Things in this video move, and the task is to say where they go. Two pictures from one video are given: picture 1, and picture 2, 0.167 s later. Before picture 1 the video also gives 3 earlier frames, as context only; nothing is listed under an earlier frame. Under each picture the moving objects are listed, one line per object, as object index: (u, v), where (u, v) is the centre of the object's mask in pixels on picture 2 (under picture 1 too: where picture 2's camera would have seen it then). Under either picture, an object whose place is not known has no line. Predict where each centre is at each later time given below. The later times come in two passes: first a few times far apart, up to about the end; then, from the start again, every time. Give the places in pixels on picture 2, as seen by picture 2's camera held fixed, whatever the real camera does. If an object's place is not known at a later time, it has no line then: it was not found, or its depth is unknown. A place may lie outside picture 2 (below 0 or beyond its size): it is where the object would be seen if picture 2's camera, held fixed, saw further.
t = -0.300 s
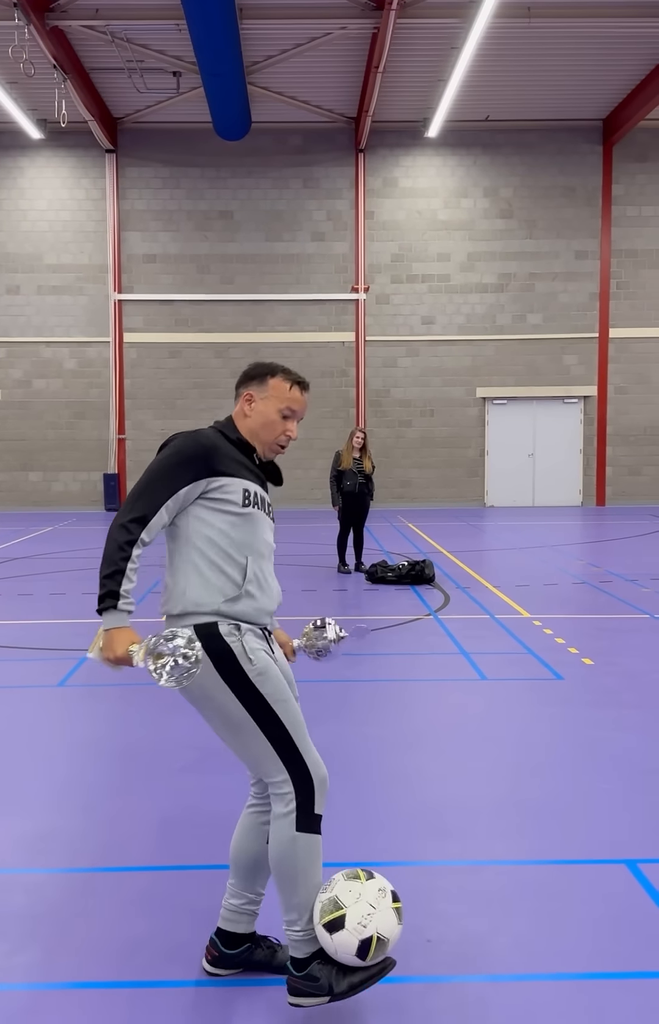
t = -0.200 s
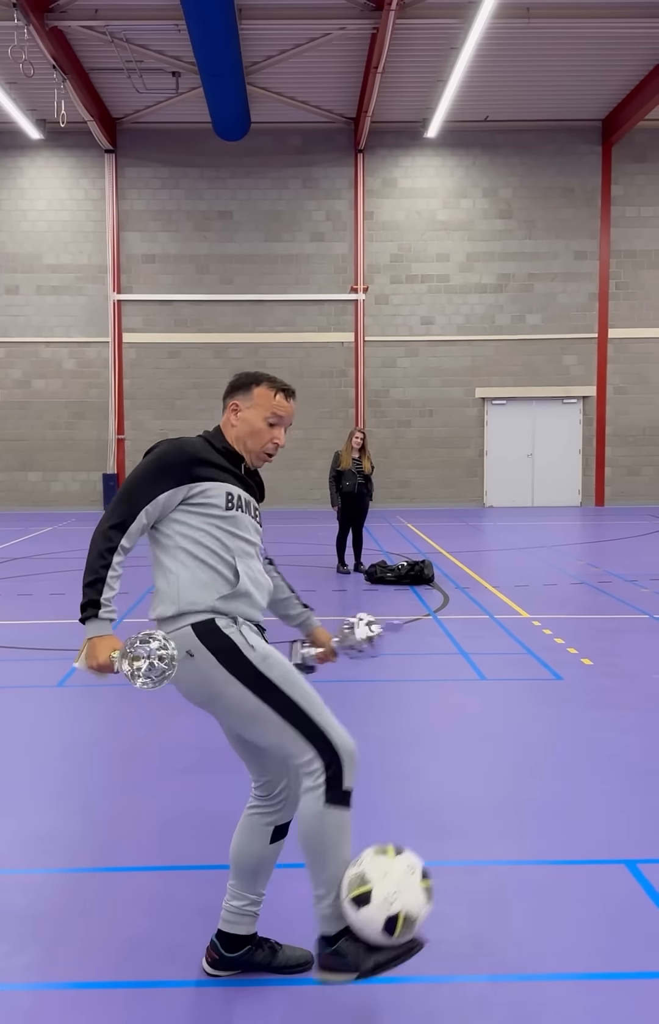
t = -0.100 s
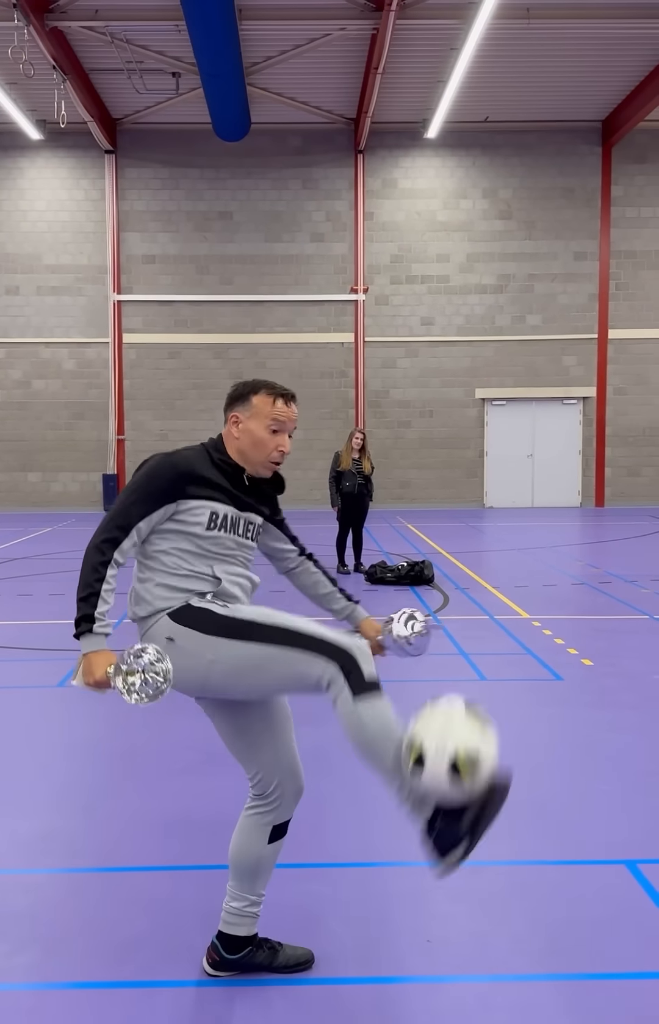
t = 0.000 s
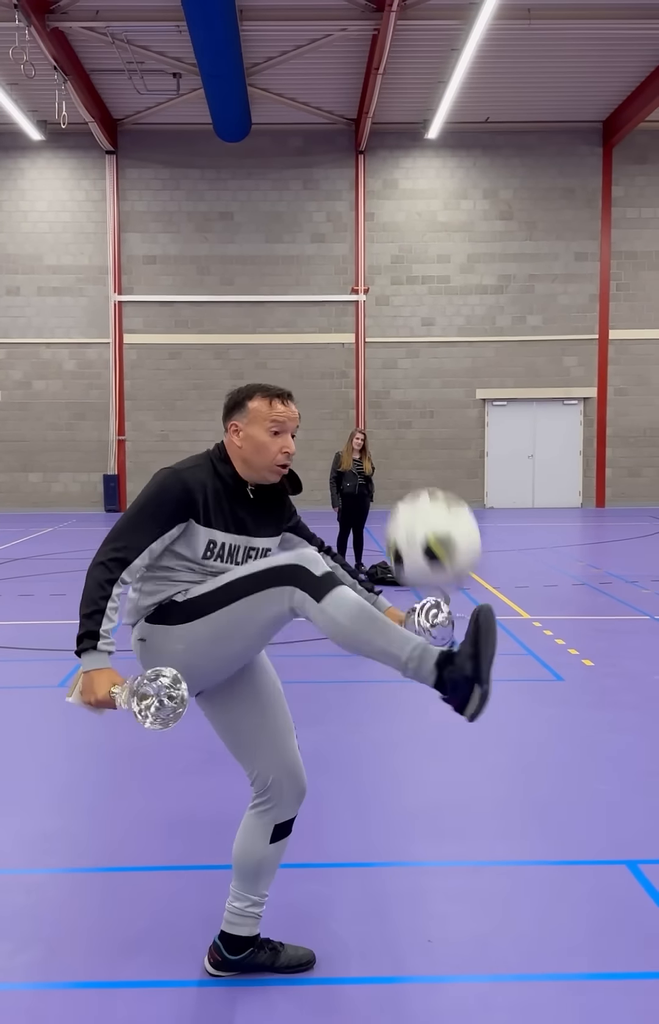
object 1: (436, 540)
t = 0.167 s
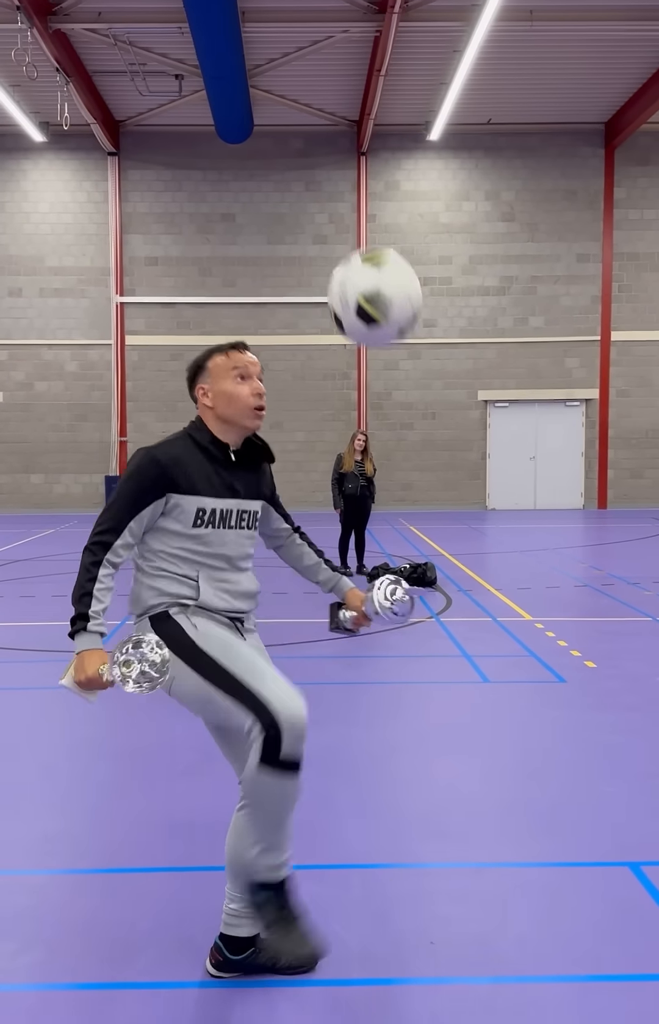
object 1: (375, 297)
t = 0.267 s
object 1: (341, 209)
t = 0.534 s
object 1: (261, 184)
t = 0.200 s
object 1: (363, 263)
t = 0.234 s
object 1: (352, 234)
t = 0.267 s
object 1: (341, 209)
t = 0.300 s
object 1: (330, 190)
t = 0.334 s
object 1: (320, 175)
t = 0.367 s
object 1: (309, 165)
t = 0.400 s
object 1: (300, 161)
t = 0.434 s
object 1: (290, 160)
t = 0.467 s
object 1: (280, 164)
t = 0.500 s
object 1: (270, 172)
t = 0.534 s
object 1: (261, 184)
